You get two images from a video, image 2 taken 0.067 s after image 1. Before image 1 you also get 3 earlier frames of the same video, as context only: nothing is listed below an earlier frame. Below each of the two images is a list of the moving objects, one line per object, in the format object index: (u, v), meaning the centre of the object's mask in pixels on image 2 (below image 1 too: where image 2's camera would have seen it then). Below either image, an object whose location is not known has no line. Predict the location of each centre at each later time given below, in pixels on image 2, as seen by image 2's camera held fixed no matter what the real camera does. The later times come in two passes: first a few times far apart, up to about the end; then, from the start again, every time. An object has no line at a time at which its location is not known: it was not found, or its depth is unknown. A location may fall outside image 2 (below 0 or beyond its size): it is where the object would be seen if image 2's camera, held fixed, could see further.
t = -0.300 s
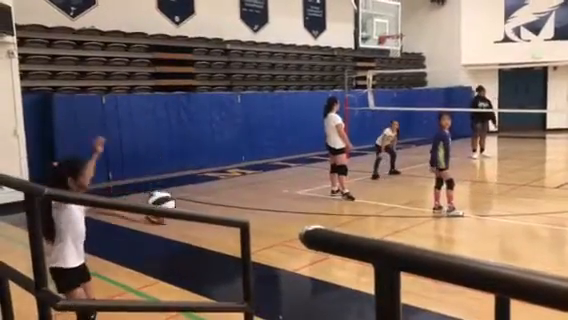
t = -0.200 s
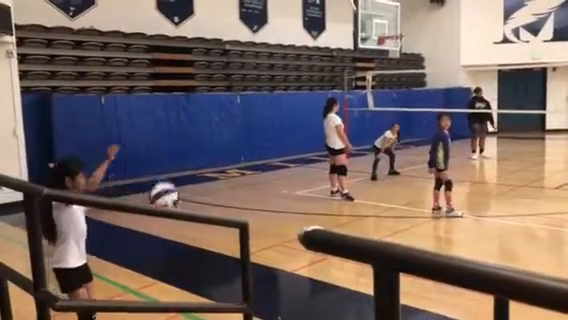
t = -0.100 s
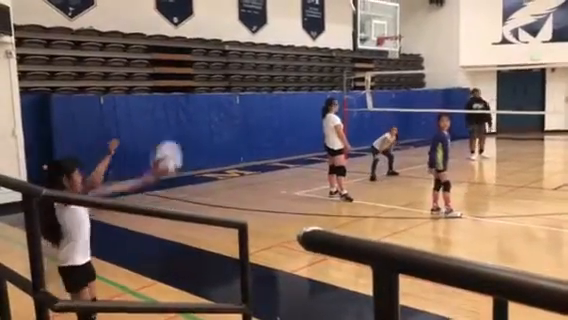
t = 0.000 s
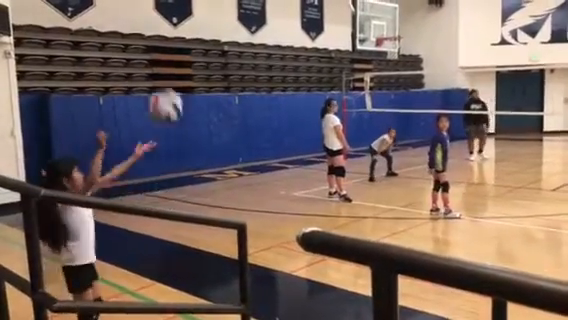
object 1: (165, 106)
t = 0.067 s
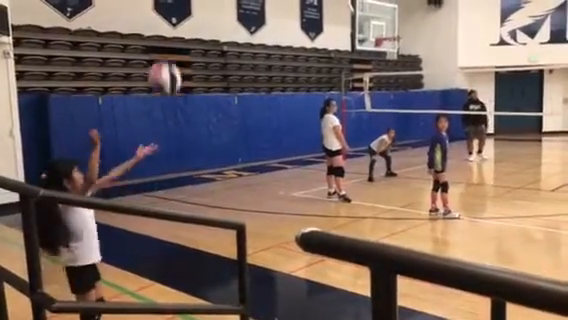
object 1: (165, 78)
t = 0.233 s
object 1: (164, 37)
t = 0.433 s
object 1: (167, 43)
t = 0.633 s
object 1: (173, 110)
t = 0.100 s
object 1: (165, 64)
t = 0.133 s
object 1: (164, 56)
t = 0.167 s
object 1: (165, 49)
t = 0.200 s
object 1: (164, 43)
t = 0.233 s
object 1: (164, 37)
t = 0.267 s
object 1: (165, 34)
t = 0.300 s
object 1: (165, 32)
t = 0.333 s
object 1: (164, 33)
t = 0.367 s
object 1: (165, 34)
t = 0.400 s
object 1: (166, 37)
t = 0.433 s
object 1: (167, 43)
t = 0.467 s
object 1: (167, 49)
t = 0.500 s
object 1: (167, 58)
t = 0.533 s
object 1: (168, 69)
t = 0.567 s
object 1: (170, 79)
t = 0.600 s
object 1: (171, 94)
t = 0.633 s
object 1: (173, 110)
